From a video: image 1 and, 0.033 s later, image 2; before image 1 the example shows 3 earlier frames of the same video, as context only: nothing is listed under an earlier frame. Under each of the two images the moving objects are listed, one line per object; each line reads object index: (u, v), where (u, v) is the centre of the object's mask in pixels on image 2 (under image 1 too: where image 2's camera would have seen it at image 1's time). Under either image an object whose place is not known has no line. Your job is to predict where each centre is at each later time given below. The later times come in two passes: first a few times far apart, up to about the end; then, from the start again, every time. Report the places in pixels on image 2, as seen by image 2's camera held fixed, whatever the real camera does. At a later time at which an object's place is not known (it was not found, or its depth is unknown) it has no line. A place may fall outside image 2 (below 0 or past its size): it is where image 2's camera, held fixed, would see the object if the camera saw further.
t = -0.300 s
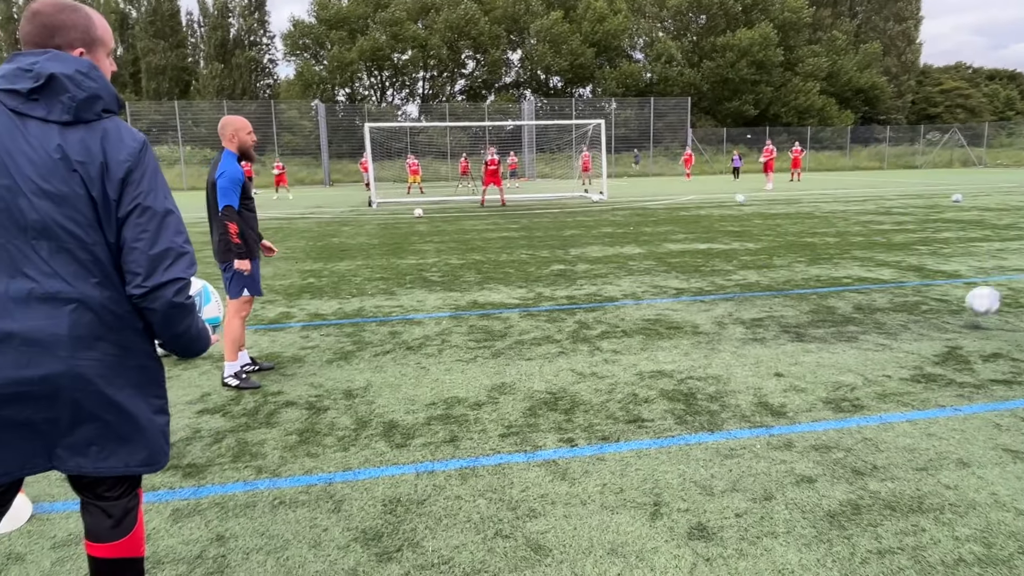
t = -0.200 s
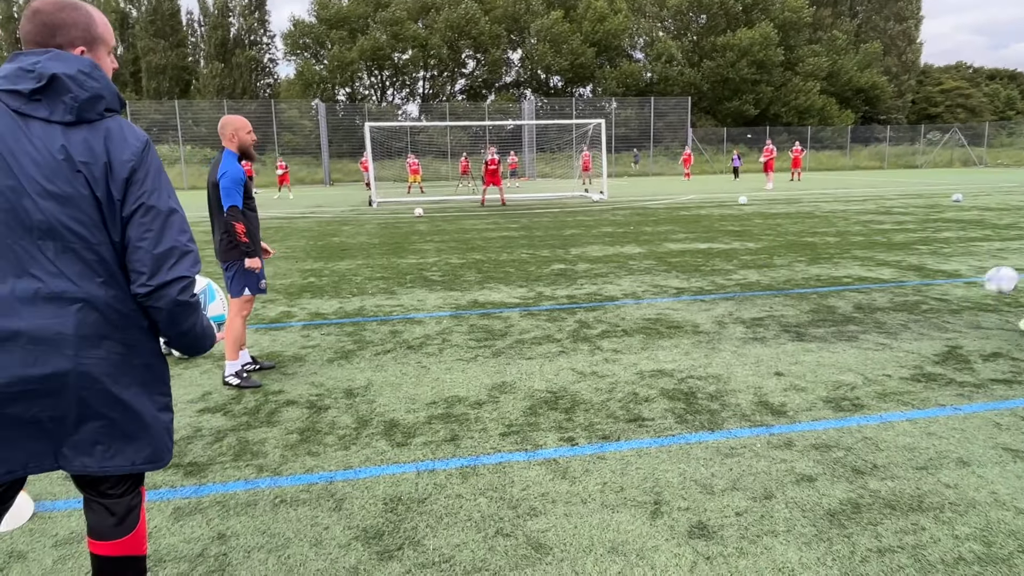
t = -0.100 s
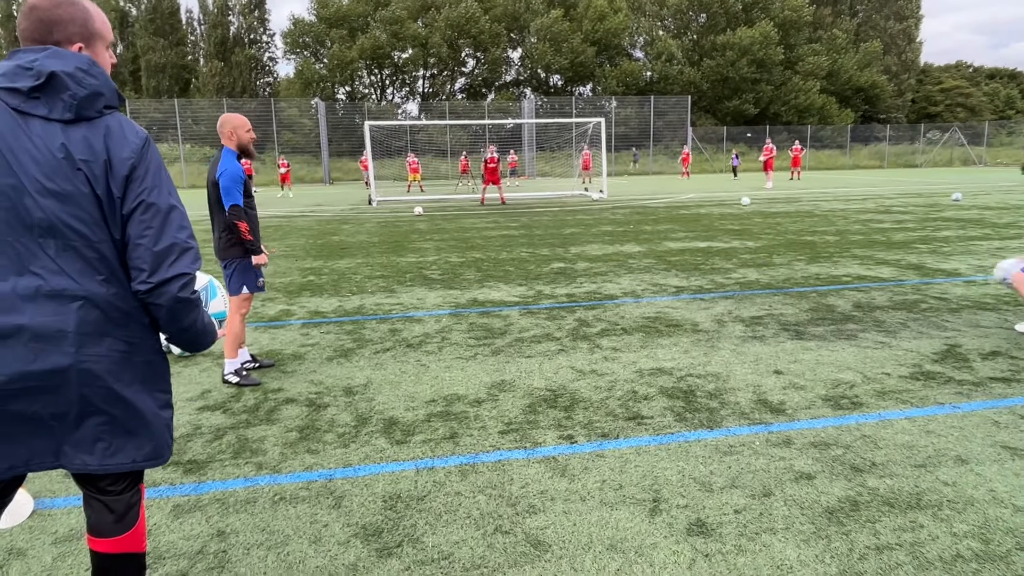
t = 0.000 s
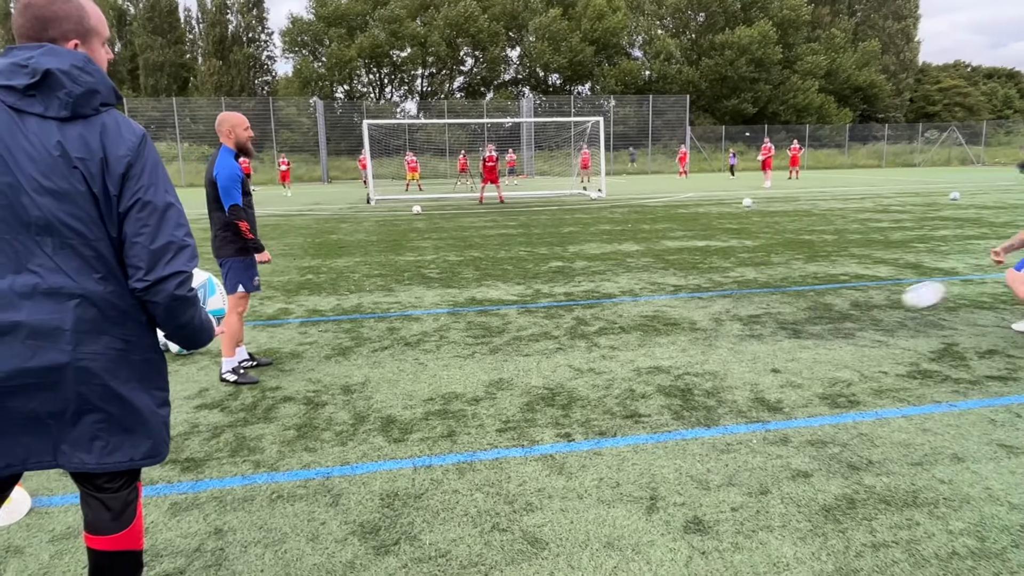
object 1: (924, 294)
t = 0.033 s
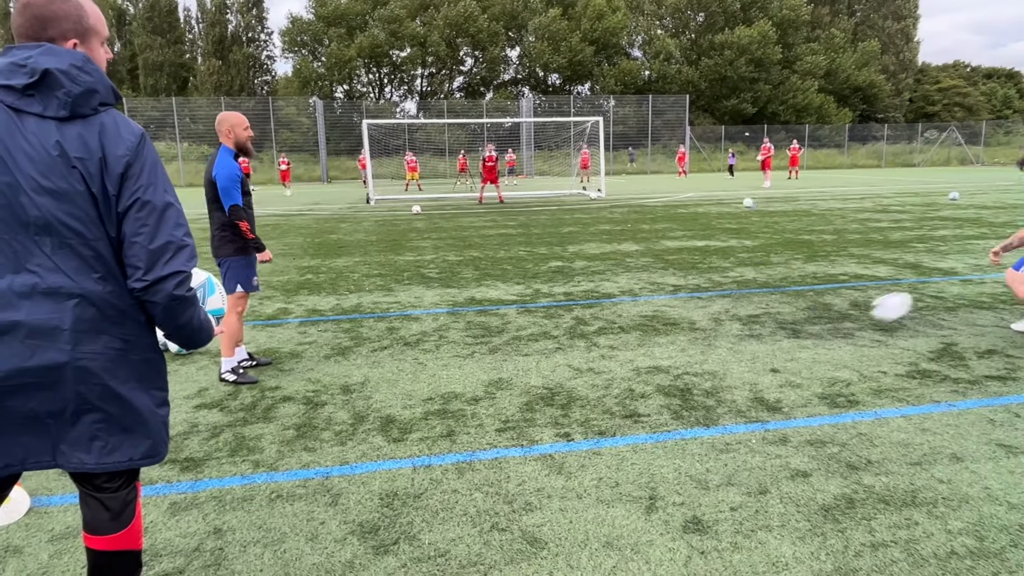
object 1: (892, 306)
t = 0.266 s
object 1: (752, 292)
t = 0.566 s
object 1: (572, 331)
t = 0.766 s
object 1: (444, 341)
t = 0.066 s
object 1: (864, 317)
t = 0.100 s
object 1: (846, 311)
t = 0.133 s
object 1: (828, 303)
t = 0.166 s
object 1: (809, 298)
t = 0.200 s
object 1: (791, 295)
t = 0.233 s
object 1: (772, 293)
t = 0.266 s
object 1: (752, 292)
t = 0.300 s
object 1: (733, 293)
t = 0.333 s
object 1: (714, 296)
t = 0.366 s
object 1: (694, 300)
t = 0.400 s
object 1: (674, 306)
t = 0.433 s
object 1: (653, 312)
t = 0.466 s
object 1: (634, 321)
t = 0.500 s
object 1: (614, 332)
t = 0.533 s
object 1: (593, 335)
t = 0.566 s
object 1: (572, 331)
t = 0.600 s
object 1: (551, 329)
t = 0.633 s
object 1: (530, 328)
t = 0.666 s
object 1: (508, 328)
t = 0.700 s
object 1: (486, 331)
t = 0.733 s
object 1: (465, 335)
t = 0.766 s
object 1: (444, 341)
